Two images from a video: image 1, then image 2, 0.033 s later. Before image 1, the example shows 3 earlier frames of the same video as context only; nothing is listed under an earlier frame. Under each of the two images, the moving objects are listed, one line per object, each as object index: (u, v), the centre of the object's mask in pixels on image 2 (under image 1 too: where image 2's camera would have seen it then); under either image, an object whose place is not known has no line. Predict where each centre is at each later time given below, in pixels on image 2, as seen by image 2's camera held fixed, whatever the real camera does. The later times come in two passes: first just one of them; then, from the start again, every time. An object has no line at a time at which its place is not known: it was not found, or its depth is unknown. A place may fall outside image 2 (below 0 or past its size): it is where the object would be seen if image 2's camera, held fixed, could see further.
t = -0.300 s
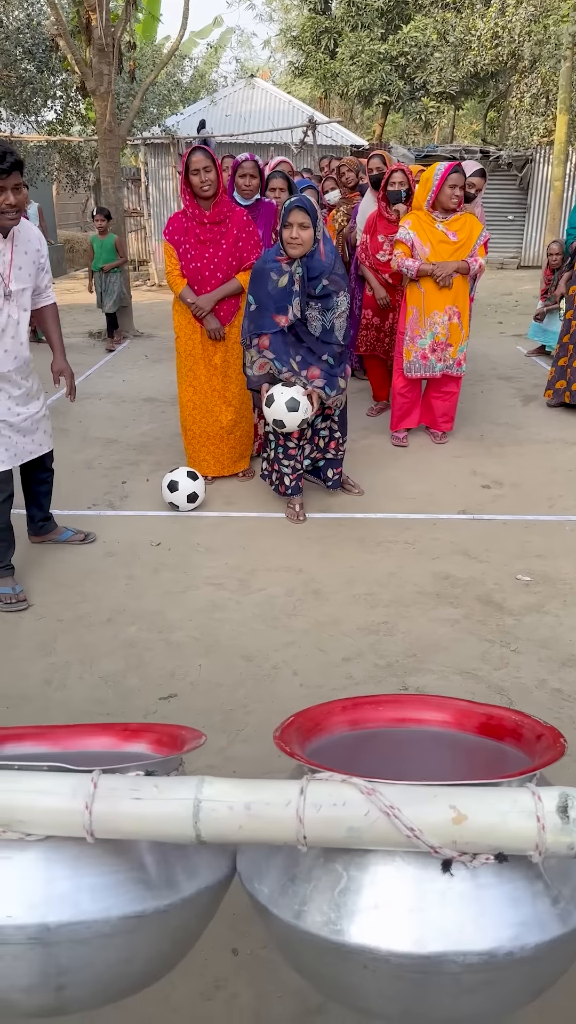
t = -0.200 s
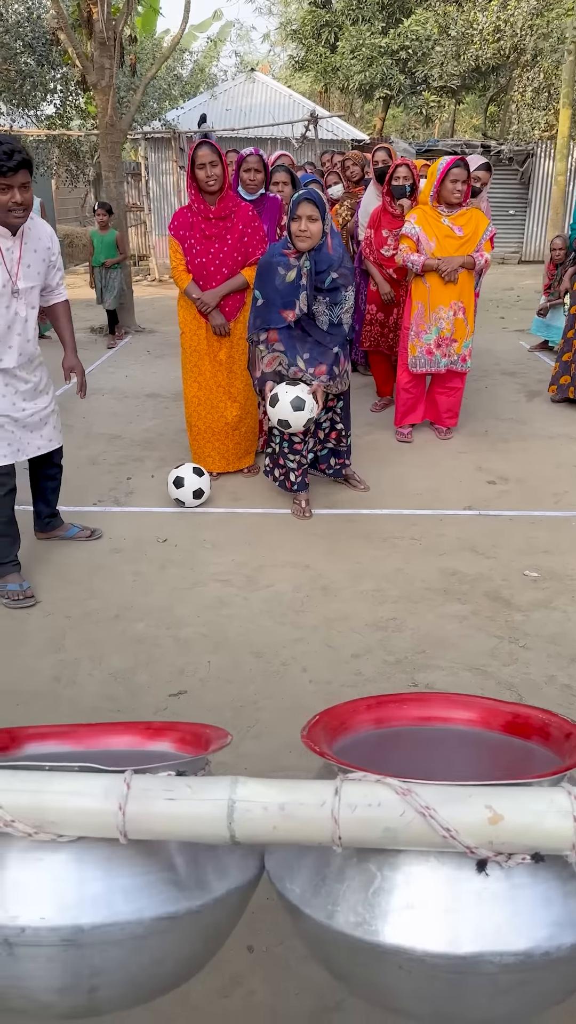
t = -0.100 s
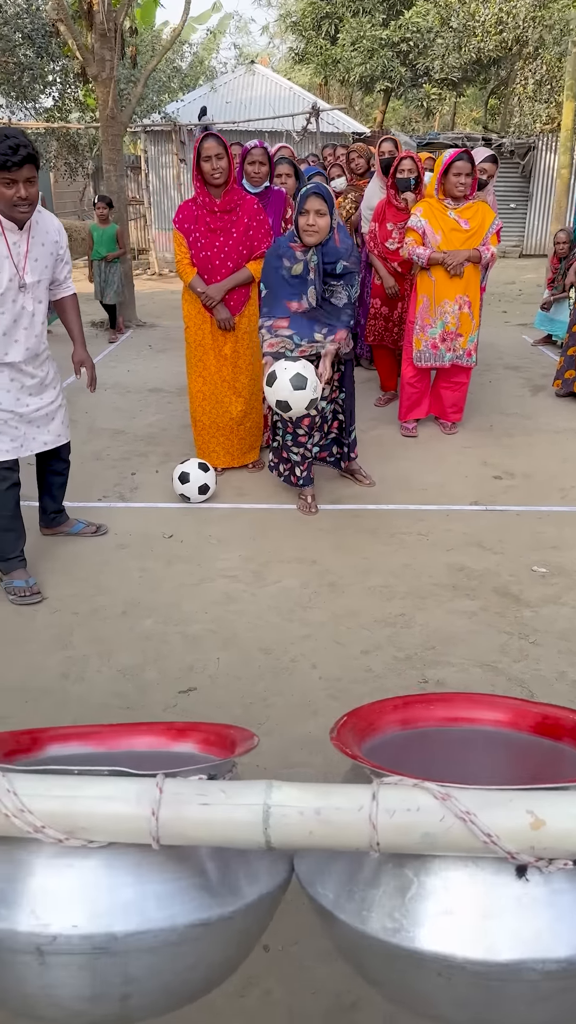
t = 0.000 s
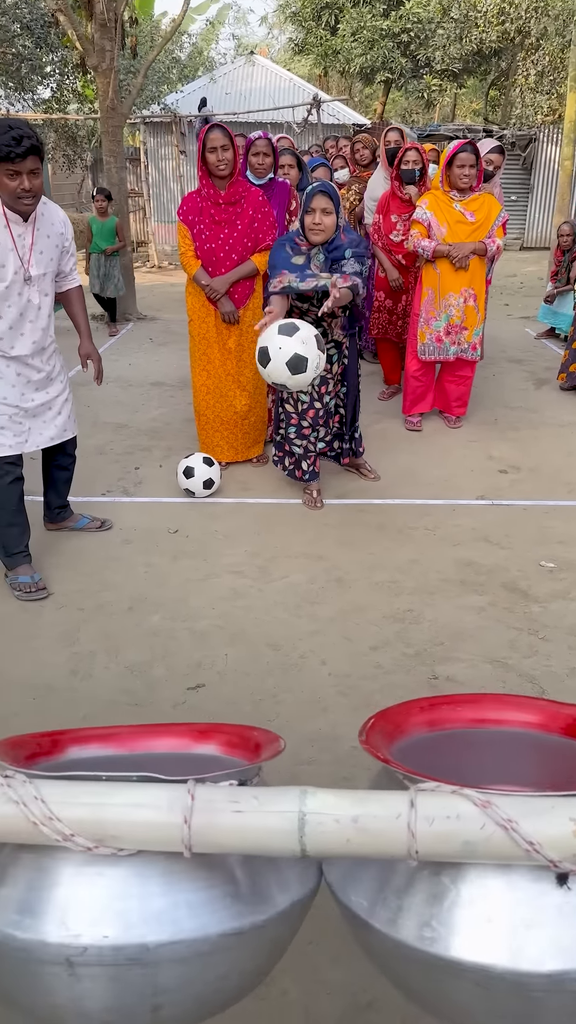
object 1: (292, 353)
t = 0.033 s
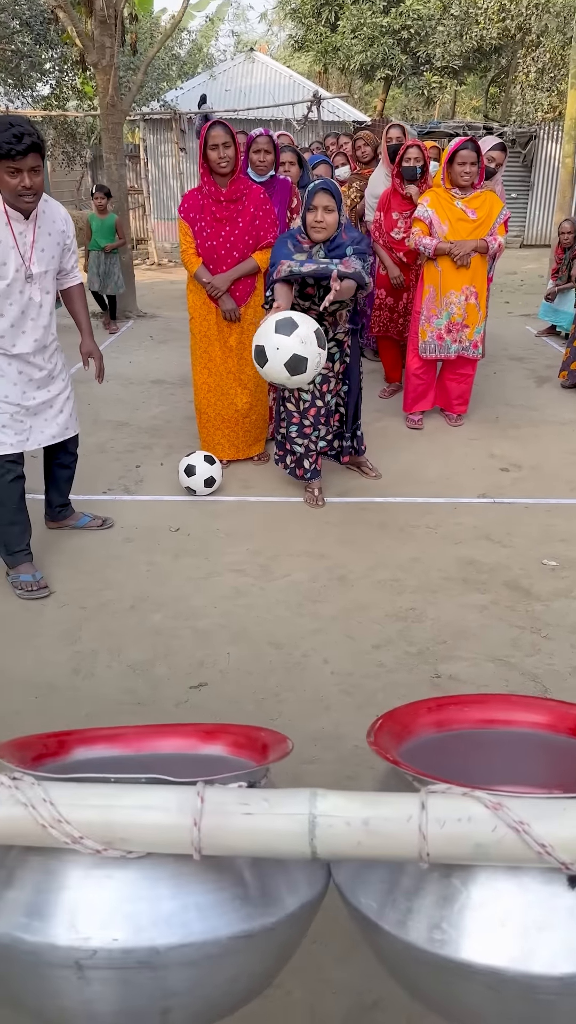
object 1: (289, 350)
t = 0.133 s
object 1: (278, 365)
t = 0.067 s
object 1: (286, 350)
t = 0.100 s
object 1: (282, 355)
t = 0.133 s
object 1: (278, 365)
